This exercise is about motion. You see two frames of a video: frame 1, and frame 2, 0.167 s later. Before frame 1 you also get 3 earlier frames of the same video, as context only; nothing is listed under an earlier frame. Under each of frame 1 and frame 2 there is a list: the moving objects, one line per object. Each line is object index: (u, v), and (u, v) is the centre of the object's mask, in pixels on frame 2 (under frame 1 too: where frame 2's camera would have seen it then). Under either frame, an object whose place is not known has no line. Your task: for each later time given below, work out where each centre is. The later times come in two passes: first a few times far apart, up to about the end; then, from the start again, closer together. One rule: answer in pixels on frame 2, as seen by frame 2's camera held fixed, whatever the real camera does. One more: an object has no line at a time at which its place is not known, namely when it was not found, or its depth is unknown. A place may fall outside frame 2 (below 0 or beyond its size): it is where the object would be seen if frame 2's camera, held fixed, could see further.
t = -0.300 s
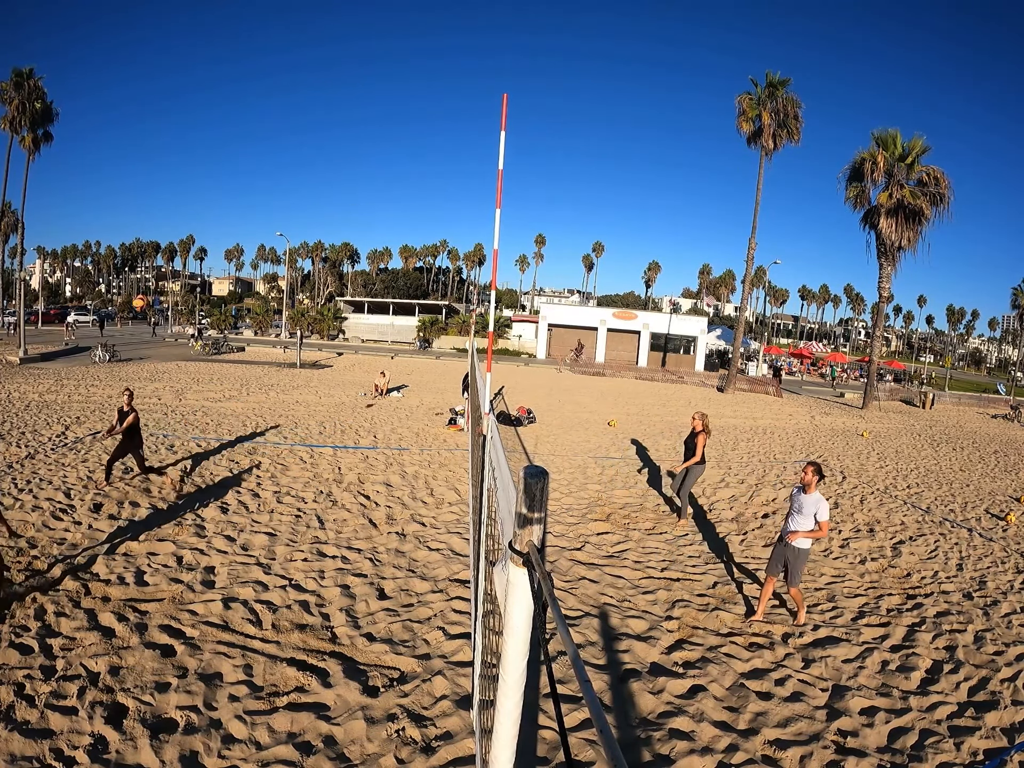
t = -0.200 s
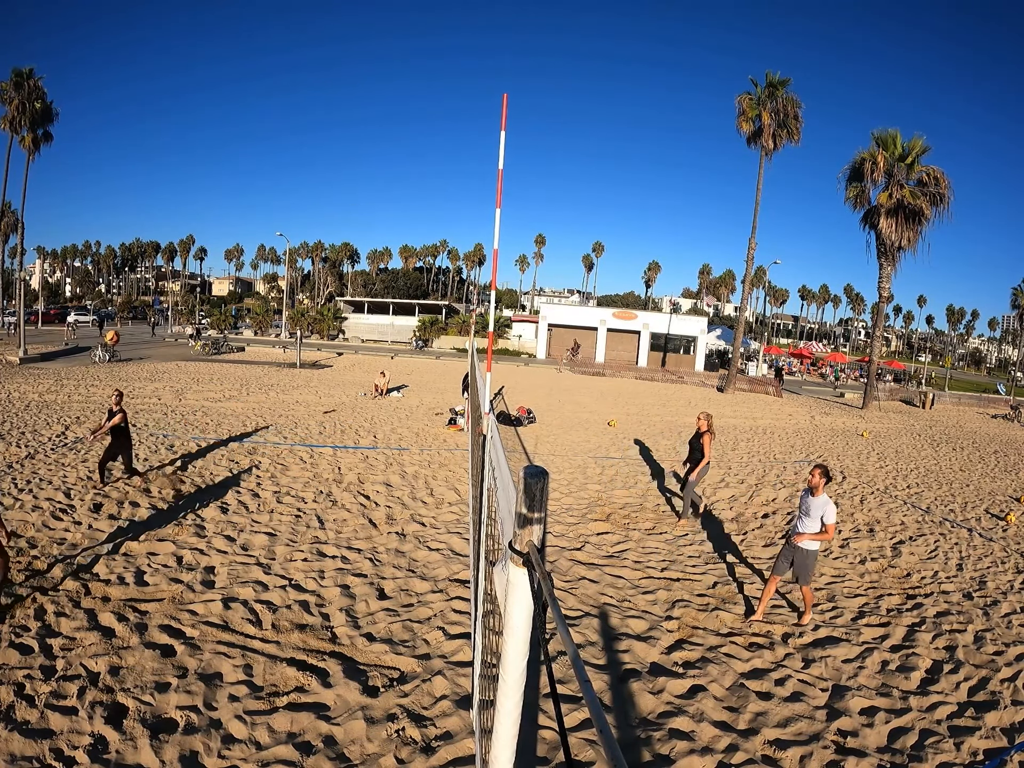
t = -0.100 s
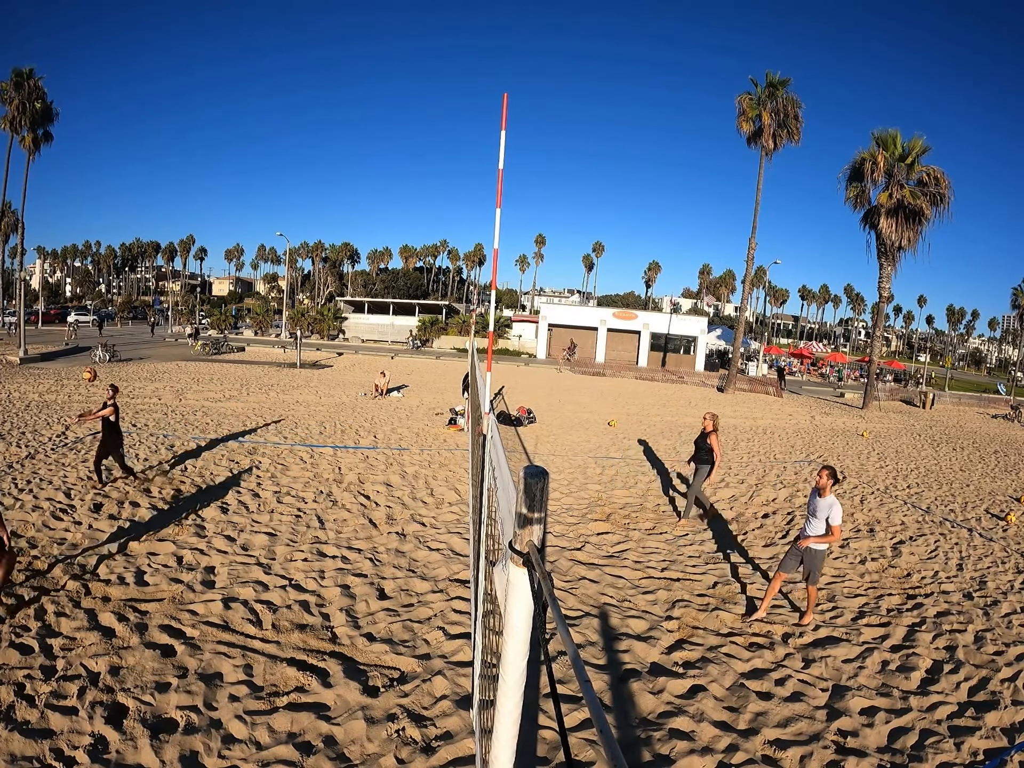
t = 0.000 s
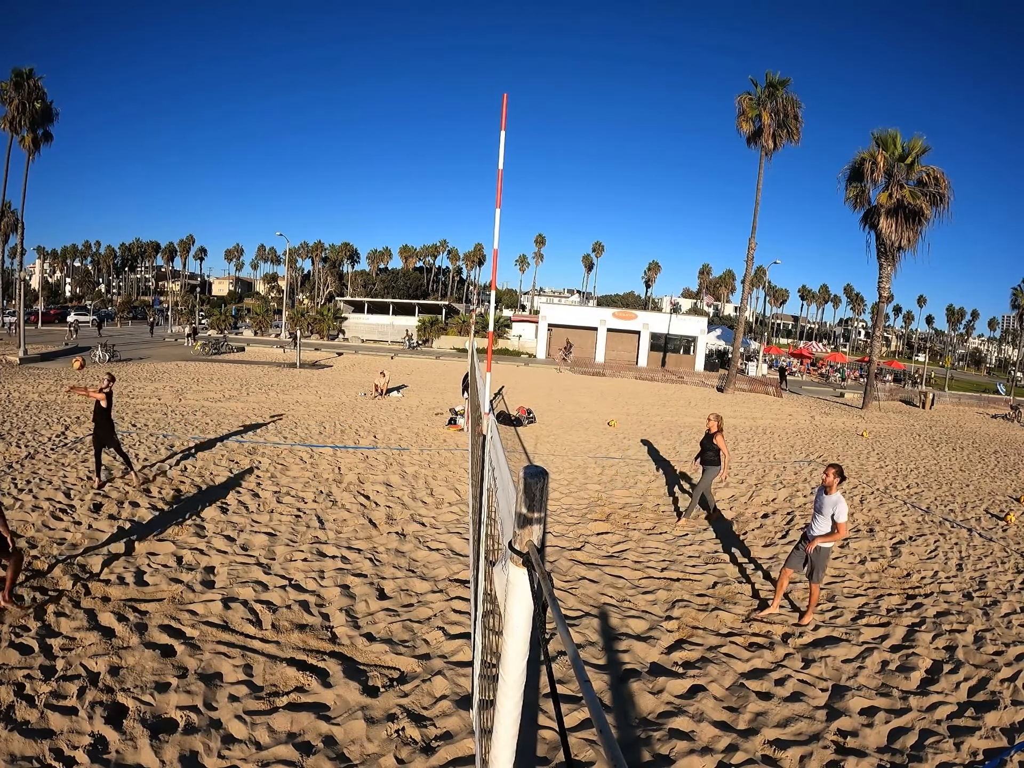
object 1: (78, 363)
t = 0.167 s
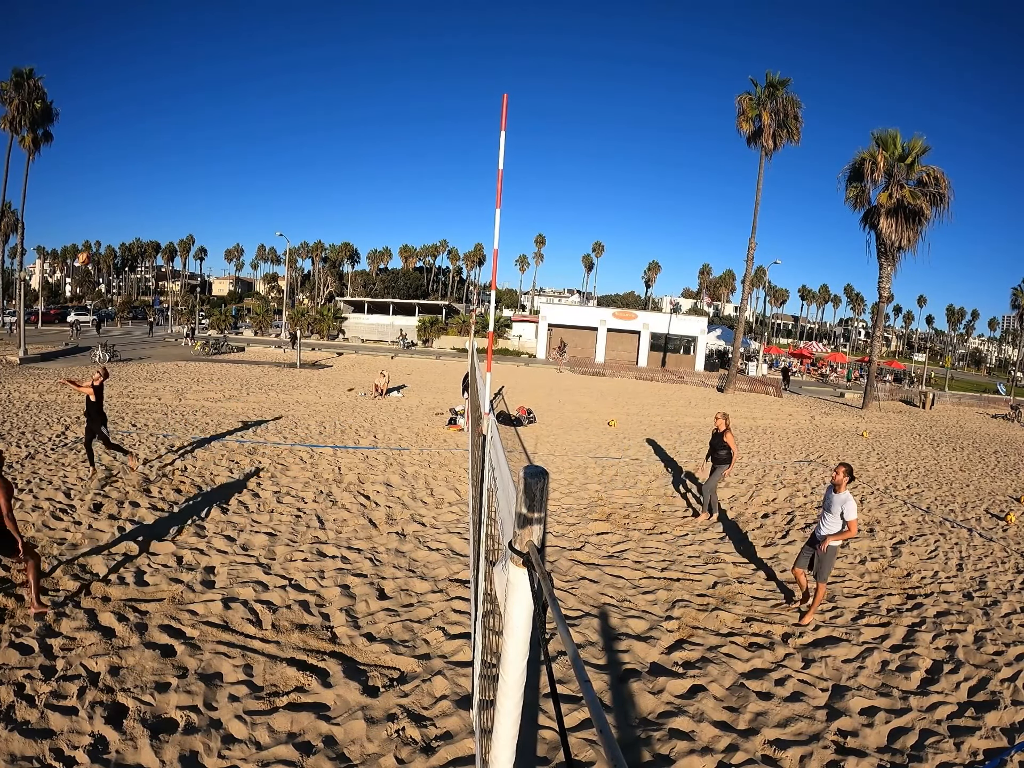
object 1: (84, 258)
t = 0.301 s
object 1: (93, 193)
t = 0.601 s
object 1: (113, 99)
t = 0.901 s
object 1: (126, 68)
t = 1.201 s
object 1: (128, 86)
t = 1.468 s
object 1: (124, 143)
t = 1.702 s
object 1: (121, 226)
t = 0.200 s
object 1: (86, 241)
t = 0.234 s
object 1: (88, 224)
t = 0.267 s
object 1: (90, 208)
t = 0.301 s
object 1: (93, 193)
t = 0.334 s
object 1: (95, 179)
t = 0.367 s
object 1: (97, 165)
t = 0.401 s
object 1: (100, 153)
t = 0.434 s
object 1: (102, 142)
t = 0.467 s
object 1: (104, 132)
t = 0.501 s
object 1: (106, 122)
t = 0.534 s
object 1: (109, 114)
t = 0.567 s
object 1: (111, 106)
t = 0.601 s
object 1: (113, 99)
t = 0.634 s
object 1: (115, 93)
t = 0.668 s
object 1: (117, 88)
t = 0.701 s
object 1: (118, 83)
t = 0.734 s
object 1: (120, 79)
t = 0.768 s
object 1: (121, 75)
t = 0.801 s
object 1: (123, 72)
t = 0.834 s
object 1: (124, 70)
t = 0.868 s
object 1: (125, 69)
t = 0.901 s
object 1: (126, 68)
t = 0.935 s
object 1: (127, 67)
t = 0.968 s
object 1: (127, 68)
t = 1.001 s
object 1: (128, 69)
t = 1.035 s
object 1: (128, 70)
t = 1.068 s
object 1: (128, 72)
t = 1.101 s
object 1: (129, 75)
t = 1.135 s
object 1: (129, 78)
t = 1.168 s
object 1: (129, 82)
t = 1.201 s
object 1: (128, 86)
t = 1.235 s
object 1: (128, 91)
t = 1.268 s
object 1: (128, 97)
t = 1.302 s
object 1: (127, 103)
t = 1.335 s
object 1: (127, 109)
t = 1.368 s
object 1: (126, 117)
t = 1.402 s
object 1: (126, 125)
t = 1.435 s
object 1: (125, 134)
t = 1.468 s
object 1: (124, 143)
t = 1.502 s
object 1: (123, 153)
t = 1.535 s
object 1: (123, 163)
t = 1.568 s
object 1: (122, 175)
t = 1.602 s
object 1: (122, 187)
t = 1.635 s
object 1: (121, 199)
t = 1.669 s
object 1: (121, 212)
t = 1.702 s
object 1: (121, 226)
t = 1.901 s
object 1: (121, 318)
